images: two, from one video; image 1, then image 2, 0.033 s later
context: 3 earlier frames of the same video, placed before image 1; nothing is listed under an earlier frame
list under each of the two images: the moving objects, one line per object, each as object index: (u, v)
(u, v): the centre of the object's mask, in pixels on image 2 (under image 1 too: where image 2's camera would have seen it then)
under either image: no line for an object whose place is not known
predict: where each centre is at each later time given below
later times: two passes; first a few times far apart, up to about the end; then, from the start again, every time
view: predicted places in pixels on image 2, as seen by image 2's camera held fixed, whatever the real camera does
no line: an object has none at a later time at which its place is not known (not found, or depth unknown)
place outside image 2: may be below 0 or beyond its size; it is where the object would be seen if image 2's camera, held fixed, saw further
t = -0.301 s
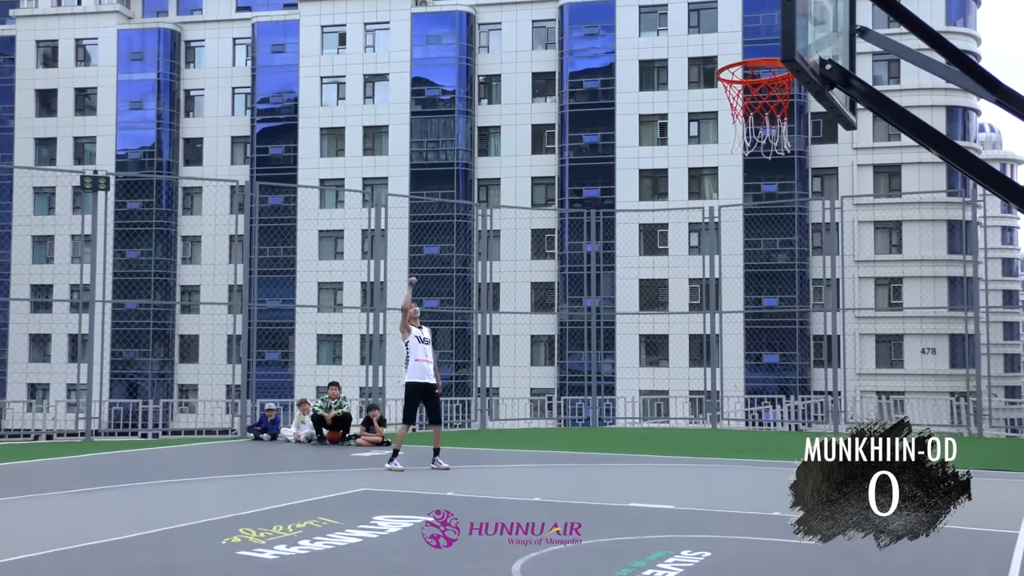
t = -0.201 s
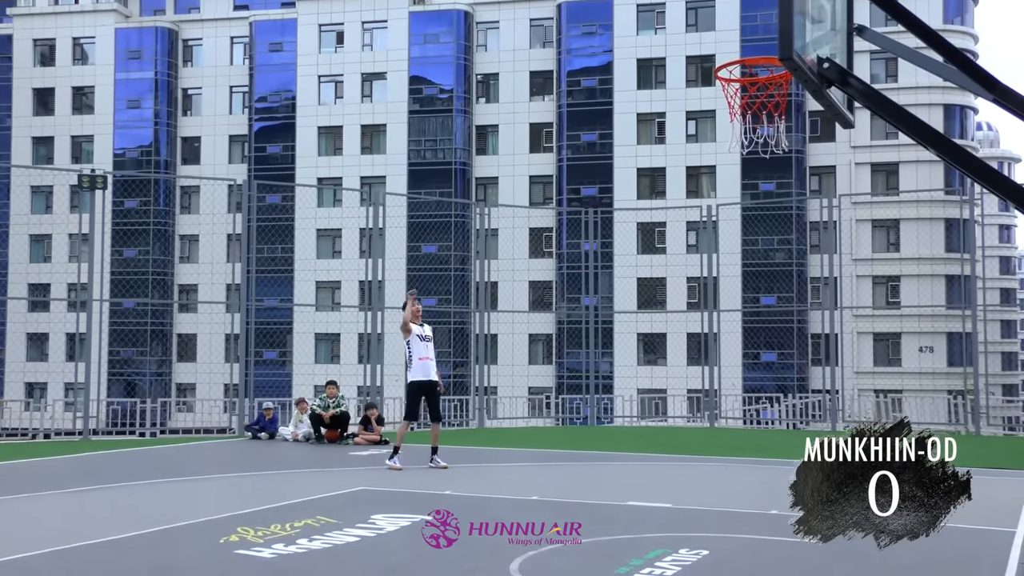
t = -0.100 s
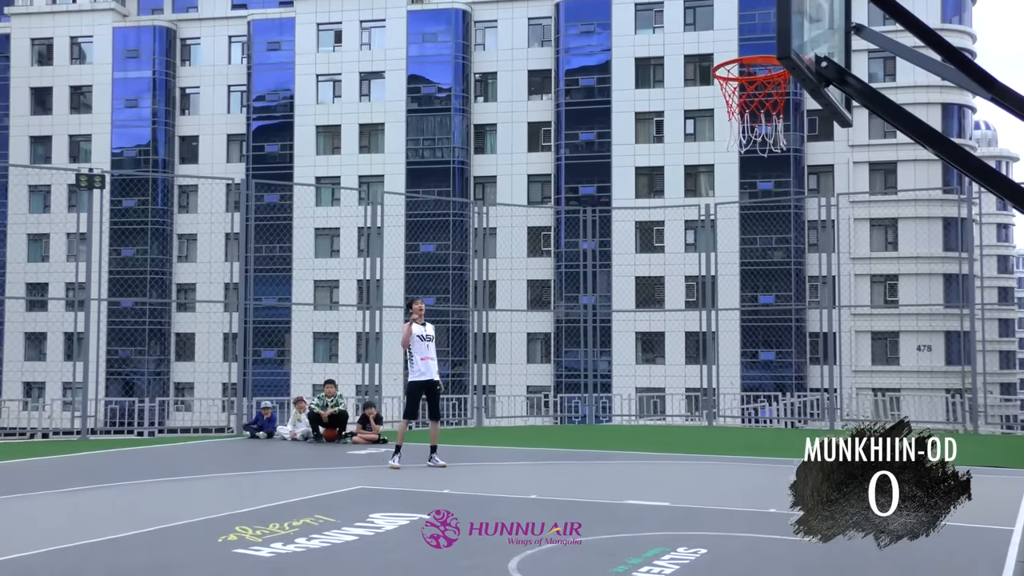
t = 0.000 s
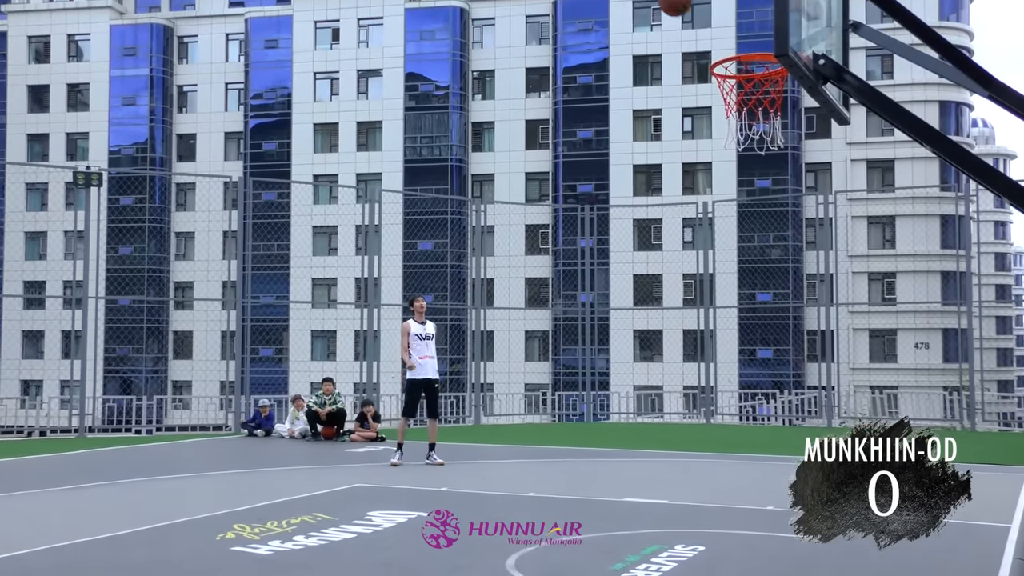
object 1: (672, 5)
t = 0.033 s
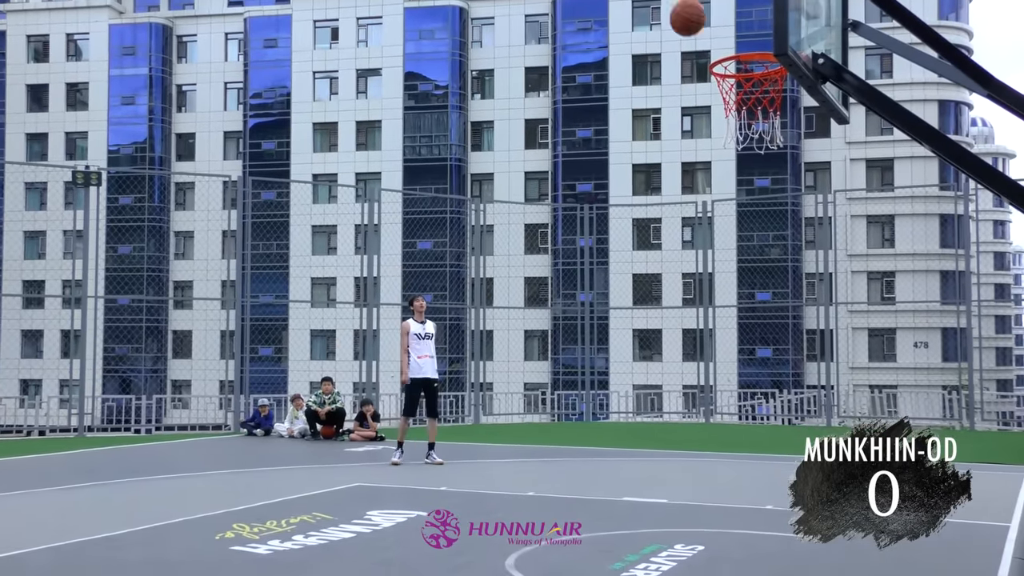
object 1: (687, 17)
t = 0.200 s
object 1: (662, 100)
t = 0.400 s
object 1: (561, 187)
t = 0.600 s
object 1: (481, 304)
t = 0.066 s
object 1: (701, 39)
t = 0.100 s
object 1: (712, 64)
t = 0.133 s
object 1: (701, 79)
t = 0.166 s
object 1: (682, 89)
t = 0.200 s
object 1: (662, 100)
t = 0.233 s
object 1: (643, 112)
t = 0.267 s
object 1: (626, 125)
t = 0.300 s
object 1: (608, 140)
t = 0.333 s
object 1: (592, 154)
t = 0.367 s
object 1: (576, 170)
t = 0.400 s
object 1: (561, 187)
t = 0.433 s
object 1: (546, 206)
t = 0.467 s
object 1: (532, 224)
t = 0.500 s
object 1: (518, 243)
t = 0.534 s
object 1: (505, 263)
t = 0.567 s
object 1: (493, 283)
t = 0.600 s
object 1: (481, 304)
